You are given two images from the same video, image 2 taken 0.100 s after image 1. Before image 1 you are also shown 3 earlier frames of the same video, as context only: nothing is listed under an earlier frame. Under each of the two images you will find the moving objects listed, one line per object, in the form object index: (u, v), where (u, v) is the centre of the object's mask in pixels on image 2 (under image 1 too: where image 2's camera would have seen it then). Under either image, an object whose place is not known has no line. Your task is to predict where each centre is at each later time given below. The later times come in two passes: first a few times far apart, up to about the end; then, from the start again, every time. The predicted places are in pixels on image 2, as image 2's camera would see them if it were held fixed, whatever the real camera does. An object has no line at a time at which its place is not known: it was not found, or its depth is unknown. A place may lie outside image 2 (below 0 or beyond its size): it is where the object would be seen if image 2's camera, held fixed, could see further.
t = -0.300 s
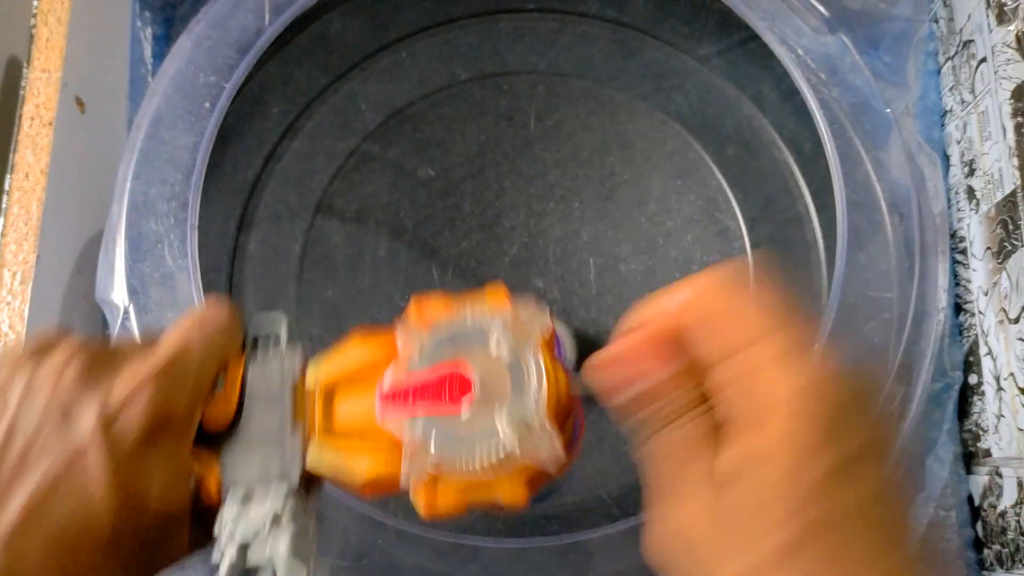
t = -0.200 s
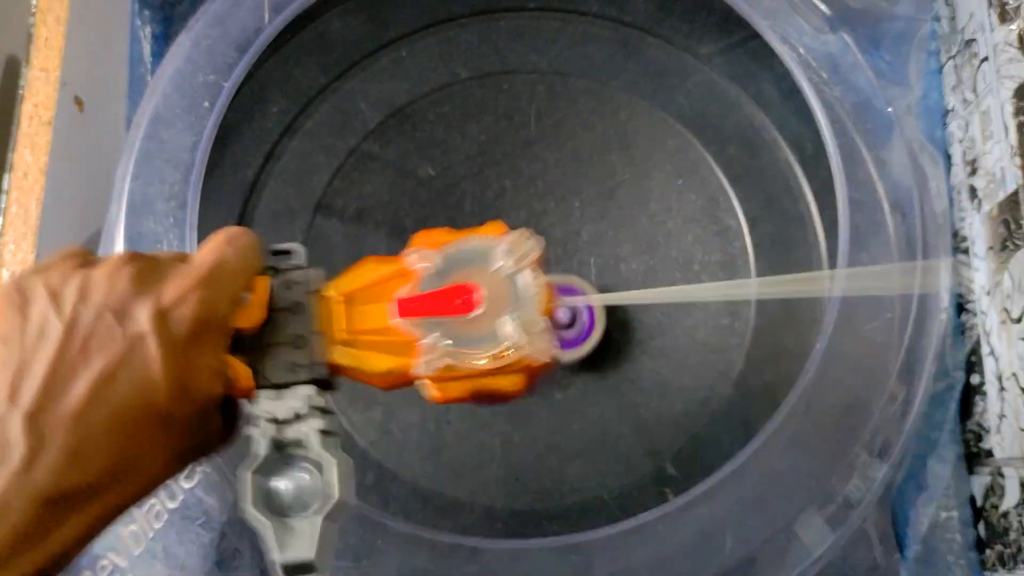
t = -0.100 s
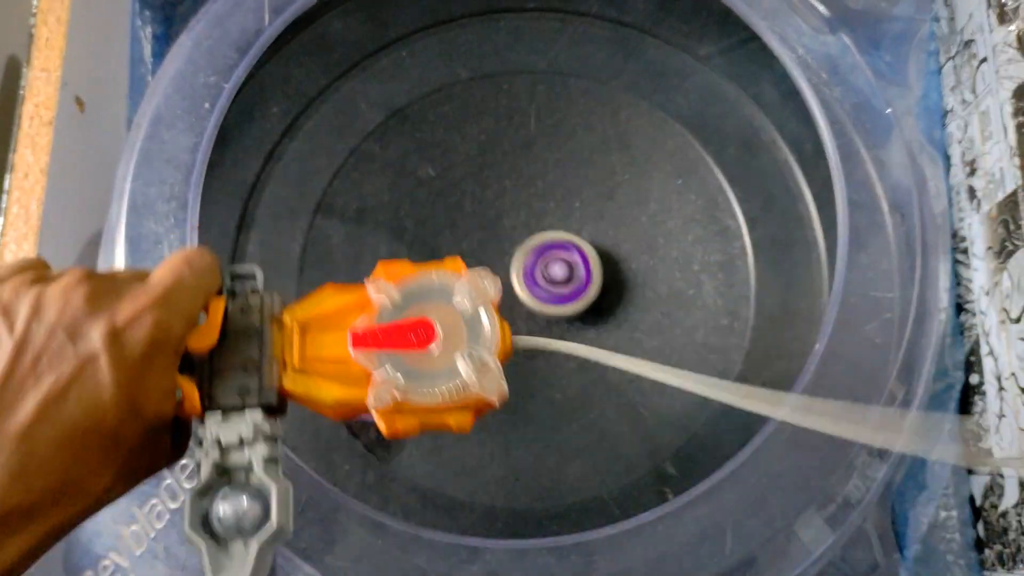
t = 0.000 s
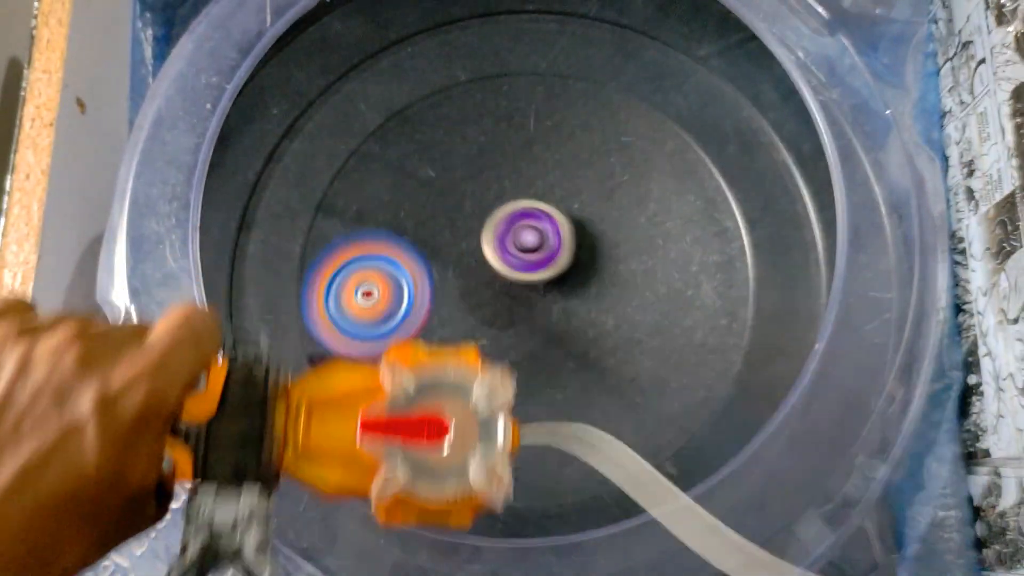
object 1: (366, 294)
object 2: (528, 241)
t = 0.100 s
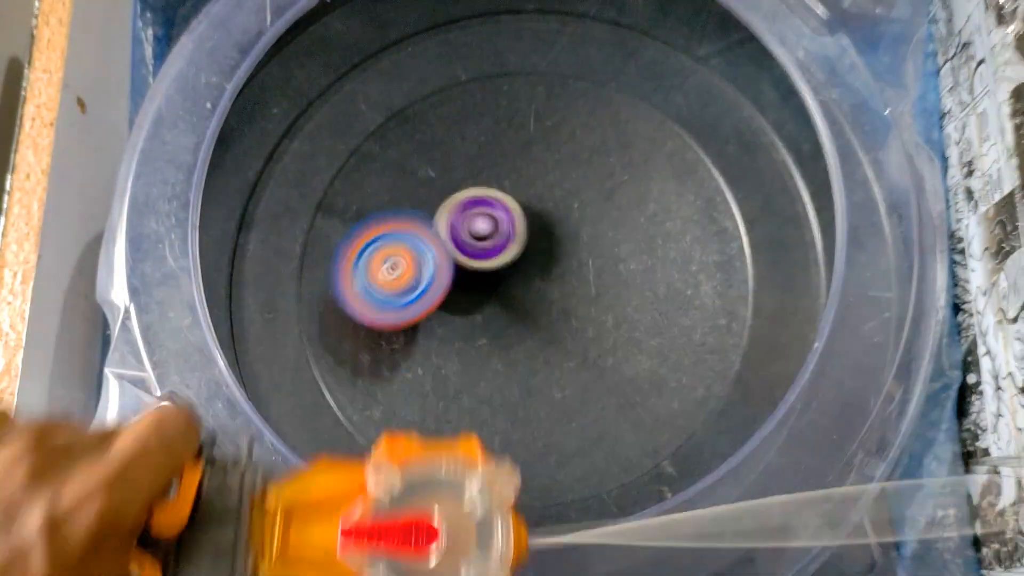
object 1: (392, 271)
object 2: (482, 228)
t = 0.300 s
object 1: (403, 243)
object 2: (523, 290)
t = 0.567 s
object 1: (472, 344)
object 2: (557, 284)
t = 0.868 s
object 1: (634, 233)
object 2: (464, 250)
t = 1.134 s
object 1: (351, 62)
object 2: (472, 331)
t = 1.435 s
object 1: (230, 305)
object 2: (544, 263)
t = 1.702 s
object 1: (450, 524)
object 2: (471, 227)
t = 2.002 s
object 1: (795, 402)
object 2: (480, 308)
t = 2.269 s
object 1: (571, 25)
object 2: (556, 264)
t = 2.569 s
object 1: (274, 380)
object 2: (503, 216)
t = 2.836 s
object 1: (765, 445)
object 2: (491, 280)
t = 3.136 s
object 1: (504, 24)
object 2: (567, 273)
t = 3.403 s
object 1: (265, 364)
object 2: (539, 230)
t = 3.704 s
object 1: (762, 450)
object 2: (509, 288)
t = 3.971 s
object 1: (601, 28)
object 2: (563, 299)
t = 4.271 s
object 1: (251, 324)
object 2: (548, 259)
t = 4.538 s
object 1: (622, 533)
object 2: (501, 294)
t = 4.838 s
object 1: (709, 61)
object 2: (547, 321)
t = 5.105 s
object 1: (275, 136)
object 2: (543, 279)
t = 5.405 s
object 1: (416, 533)
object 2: (486, 287)
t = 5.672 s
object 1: (816, 331)
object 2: (503, 320)
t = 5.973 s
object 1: (476, 25)
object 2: (524, 280)
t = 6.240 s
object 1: (244, 293)
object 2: (483, 266)
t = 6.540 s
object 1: (561, 540)
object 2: (487, 295)
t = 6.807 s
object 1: (813, 225)
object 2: (521, 276)
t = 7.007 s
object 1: (585, 25)
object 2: (516, 250)
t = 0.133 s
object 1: (403, 262)
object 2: (481, 226)
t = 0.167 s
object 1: (408, 257)
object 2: (486, 228)
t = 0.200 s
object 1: (405, 250)
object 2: (494, 245)
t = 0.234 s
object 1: (401, 247)
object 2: (503, 262)
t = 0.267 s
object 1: (400, 243)
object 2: (514, 277)
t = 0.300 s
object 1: (403, 243)
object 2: (523, 290)
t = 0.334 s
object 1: (408, 248)
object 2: (530, 301)
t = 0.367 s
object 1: (416, 256)
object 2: (534, 310)
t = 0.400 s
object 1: (426, 269)
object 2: (537, 313)
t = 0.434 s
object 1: (439, 283)
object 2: (539, 311)
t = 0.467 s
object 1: (446, 296)
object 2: (546, 307)
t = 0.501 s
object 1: (452, 310)
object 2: (555, 302)
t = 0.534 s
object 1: (461, 326)
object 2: (559, 294)
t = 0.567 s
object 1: (472, 344)
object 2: (557, 284)
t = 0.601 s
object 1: (490, 360)
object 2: (553, 273)
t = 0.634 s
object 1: (513, 371)
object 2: (545, 264)
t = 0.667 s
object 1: (541, 377)
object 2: (535, 256)
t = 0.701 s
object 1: (568, 373)
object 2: (525, 249)
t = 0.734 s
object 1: (595, 361)
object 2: (513, 244)
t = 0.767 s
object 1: (616, 340)
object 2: (500, 242)
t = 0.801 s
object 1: (631, 309)
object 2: (487, 243)
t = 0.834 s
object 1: (638, 273)
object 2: (475, 245)
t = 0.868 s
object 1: (634, 233)
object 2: (464, 250)
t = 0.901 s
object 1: (620, 192)
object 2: (455, 257)
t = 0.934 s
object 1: (597, 155)
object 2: (448, 267)
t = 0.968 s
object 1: (566, 123)
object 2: (443, 279)
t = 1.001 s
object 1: (530, 96)
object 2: (443, 290)
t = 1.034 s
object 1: (489, 77)
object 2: (445, 302)
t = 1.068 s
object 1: (444, 66)
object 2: (452, 314)
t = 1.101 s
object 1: (398, 63)
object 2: (460, 325)
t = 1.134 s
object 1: (351, 62)
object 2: (472, 331)
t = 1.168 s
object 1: (314, 72)
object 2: (486, 334)
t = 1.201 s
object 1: (285, 94)
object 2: (500, 333)
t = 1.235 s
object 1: (261, 120)
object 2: (513, 329)
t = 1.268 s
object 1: (243, 147)
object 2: (526, 322)
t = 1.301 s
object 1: (236, 177)
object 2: (534, 312)
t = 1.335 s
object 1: (228, 208)
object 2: (541, 300)
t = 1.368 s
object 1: (222, 240)
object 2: (544, 287)
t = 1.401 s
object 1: (223, 273)
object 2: (546, 274)
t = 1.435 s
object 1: (230, 305)
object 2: (544, 263)
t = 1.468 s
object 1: (243, 339)
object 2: (540, 251)
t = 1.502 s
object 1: (259, 368)
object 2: (533, 241)
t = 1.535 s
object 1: (283, 399)
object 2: (525, 233)
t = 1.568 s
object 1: (312, 430)
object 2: (514, 227)
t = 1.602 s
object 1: (330, 471)
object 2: (503, 223)
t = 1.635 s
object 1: (365, 494)
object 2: (492, 222)
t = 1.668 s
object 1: (407, 514)
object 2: (481, 223)
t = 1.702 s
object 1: (450, 524)
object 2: (471, 227)
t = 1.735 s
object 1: (493, 528)
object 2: (462, 234)
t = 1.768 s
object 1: (536, 530)
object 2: (455, 241)
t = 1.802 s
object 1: (581, 530)
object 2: (450, 251)
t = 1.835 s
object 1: (623, 526)
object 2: (448, 261)
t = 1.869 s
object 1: (663, 518)
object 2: (449, 273)
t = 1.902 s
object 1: (701, 503)
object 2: (453, 284)
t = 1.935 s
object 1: (736, 479)
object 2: (459, 294)
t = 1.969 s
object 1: (768, 446)
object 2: (469, 302)
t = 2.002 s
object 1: (795, 402)
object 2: (480, 308)
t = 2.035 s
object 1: (811, 347)
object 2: (493, 310)
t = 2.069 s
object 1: (821, 285)
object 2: (505, 309)
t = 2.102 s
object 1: (810, 216)
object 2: (518, 306)
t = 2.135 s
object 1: (778, 155)
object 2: (529, 301)
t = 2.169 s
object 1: (746, 100)
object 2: (539, 294)
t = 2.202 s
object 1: (698, 56)
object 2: (546, 285)
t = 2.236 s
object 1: (640, 34)
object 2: (552, 274)
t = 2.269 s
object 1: (571, 25)
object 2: (556, 264)
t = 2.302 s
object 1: (500, 24)
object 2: (557, 254)
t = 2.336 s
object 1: (433, 30)
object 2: (555, 244)
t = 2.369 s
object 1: (371, 46)
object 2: (551, 235)
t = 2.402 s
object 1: (319, 78)
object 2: (545, 227)
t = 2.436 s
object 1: (277, 132)
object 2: (538, 222)
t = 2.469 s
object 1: (252, 193)
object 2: (530, 217)
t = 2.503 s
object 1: (242, 256)
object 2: (521, 215)
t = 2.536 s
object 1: (249, 321)
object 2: (511, 214)
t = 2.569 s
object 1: (274, 380)
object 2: (503, 216)
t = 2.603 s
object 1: (315, 436)
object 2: (495, 221)
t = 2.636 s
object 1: (341, 503)
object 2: (488, 227)
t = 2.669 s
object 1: (406, 530)
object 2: (483, 235)
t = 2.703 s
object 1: (479, 541)
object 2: (480, 244)
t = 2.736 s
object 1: (562, 541)
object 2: (479, 253)
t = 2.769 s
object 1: (639, 530)
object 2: (481, 263)
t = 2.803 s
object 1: (709, 502)
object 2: (486, 272)
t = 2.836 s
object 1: (765, 445)
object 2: (491, 280)
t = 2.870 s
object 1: (802, 377)
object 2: (498, 287)
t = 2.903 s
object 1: (818, 302)
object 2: (508, 293)
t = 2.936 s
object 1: (814, 228)
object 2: (518, 295)
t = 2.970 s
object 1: (781, 164)
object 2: (528, 296)
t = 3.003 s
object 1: (750, 104)
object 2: (538, 294)
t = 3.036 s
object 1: (701, 57)
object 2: (548, 291)
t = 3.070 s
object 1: (644, 35)
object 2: (556, 286)
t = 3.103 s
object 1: (575, 25)
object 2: (563, 280)
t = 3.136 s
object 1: (504, 24)
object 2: (567, 273)
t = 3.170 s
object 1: (434, 30)
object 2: (570, 264)
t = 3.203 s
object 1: (374, 44)
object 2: (571, 256)
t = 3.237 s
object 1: (322, 75)
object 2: (570, 248)
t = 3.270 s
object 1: (280, 126)
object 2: (566, 241)
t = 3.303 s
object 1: (254, 185)
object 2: (560, 236)
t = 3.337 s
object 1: (242, 244)
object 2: (554, 232)
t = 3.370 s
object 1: (246, 305)
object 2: (546, 229)
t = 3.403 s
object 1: (265, 364)
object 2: (539, 230)
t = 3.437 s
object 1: (297, 416)
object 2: (531, 231)
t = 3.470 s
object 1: (316, 481)
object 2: (523, 234)
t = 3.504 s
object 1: (365, 519)
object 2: (516, 239)
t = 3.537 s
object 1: (433, 536)
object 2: (510, 246)
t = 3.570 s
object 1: (500, 541)
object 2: (507, 254)
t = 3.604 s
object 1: (575, 539)
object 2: (506, 263)
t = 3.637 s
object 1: (645, 529)
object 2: (505, 271)
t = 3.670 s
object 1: (709, 502)
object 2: (506, 280)
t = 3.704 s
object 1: (762, 450)
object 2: (509, 288)
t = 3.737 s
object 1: (799, 387)
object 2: (514, 295)
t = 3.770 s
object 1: (817, 317)
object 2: (521, 302)
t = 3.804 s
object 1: (816, 245)
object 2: (529, 306)
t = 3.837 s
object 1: (798, 178)
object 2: (537, 308)
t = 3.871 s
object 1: (761, 121)
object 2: (545, 308)
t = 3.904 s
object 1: (719, 70)
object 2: (552, 306)
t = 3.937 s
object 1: (667, 40)
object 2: (558, 303)
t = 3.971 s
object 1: (601, 28)
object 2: (563, 299)
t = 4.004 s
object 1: (530, 23)
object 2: (567, 295)
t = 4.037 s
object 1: (464, 26)
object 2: (570, 290)
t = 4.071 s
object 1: (401, 37)
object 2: (571, 284)
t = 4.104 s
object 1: (346, 58)
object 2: (571, 279)
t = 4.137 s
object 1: (298, 101)
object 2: (570, 273)
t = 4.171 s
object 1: (266, 154)
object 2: (566, 268)
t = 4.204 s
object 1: (247, 211)
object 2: (561, 264)
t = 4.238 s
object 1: (242, 266)
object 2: (555, 261)
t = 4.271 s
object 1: (251, 324)
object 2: (548, 259)
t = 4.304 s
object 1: (272, 376)
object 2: (540, 259)
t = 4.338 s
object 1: (303, 423)
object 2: (532, 260)
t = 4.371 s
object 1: (317, 485)
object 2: (525, 263)
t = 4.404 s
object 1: (363, 517)
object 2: (517, 267)
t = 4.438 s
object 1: (423, 535)
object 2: (510, 272)
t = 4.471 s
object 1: (489, 542)
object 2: (505, 278)
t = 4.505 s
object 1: (556, 541)
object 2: (502, 286)
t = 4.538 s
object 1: (622, 533)
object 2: (501, 294)
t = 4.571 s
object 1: (685, 516)
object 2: (502, 303)
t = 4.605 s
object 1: (741, 473)
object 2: (505, 310)
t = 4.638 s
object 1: (784, 419)
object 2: (509, 317)
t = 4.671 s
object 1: (809, 357)
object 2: (514, 322)
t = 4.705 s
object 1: (820, 290)
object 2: (521, 326)
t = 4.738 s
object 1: (810, 221)
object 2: (528, 328)
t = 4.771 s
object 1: (782, 163)
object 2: (535, 327)
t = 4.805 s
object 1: (751, 107)
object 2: (542, 324)
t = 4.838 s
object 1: (709, 61)
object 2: (547, 321)
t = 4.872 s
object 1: (657, 38)
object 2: (551, 316)
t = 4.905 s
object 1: (594, 27)
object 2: (554, 311)
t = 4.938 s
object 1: (530, 23)
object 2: (555, 305)
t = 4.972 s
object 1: (466, 26)
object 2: (556, 299)
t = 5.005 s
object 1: (407, 35)
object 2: (555, 293)
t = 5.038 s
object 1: (354, 53)
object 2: (552, 288)
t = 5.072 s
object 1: (309, 90)
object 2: (548, 283)
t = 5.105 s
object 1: (275, 136)
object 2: (543, 279)
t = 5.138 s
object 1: (253, 187)
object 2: (537, 277)
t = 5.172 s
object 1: (243, 236)
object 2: (530, 274)
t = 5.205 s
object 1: (244, 287)
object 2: (523, 273)
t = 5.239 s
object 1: (255, 339)
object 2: (516, 272)
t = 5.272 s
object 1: (276, 385)
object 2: (509, 273)
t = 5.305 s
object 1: (305, 424)
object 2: (502, 275)
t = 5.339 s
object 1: (326, 472)
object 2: (496, 278)
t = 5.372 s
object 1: (360, 516)
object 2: (491, 282)
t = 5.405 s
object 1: (416, 533)
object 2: (486, 287)
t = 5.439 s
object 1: (473, 540)
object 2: (483, 293)
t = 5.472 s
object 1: (536, 542)
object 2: (481, 300)
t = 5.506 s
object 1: (602, 536)
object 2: (482, 306)
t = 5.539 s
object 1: (662, 524)
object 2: (484, 310)
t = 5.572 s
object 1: (718, 496)
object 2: (488, 314)
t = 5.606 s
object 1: (764, 449)
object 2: (492, 317)
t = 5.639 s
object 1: (799, 393)
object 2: (497, 319)
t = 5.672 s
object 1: (816, 331)
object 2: (503, 320)
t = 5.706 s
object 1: (819, 266)
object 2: (508, 320)
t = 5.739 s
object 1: (806, 201)
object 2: (513, 318)
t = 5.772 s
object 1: (776, 148)
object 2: (518, 316)
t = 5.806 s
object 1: (745, 97)
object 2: (522, 312)
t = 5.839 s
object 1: (702, 57)
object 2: (525, 307)
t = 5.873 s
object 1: (653, 36)
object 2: (527, 301)
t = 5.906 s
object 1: (595, 27)
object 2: (528, 294)
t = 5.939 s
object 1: (536, 23)
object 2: (527, 287)
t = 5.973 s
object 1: (476, 25)
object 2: (524, 280)
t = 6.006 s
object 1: (421, 32)
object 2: (521, 274)
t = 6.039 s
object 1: (371, 46)
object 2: (516, 269)
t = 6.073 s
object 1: (327, 71)
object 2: (512, 265)
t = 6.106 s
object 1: (291, 111)
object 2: (506, 263)
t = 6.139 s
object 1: (265, 154)
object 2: (499, 262)
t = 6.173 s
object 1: (249, 200)
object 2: (493, 263)
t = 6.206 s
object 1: (242, 246)
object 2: (488, 264)
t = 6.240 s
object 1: (244, 293)
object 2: (483, 266)
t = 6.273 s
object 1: (255, 339)
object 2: (479, 269)
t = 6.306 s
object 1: (275, 382)
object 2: (476, 273)
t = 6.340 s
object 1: (300, 420)
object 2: (474, 277)
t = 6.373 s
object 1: (309, 474)
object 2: (474, 281)
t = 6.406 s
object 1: (347, 508)
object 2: (475, 284)
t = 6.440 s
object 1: (397, 526)
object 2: (476, 288)
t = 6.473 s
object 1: (448, 537)
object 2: (479, 291)
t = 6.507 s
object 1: (503, 541)
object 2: (483, 293)
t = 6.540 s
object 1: (561, 540)
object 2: (487, 295)
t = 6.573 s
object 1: (617, 533)
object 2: (492, 296)
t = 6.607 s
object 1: (671, 520)
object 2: (496, 296)
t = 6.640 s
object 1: (719, 493)
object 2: (501, 295)
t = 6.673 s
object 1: (761, 450)
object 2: (507, 293)
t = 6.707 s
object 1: (793, 402)
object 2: (511, 290)
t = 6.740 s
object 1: (814, 346)
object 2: (515, 286)
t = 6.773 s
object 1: (820, 287)
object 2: (519, 281)
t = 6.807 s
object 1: (813, 225)
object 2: (521, 276)
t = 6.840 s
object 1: (785, 172)
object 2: (523, 271)
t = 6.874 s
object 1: (764, 124)
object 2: (523, 265)
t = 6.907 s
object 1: (729, 80)
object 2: (522, 260)
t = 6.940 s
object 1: (688, 49)
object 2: (520, 256)
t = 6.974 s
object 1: (640, 33)
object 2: (518, 252)
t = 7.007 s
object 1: (585, 25)
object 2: (516, 250)
